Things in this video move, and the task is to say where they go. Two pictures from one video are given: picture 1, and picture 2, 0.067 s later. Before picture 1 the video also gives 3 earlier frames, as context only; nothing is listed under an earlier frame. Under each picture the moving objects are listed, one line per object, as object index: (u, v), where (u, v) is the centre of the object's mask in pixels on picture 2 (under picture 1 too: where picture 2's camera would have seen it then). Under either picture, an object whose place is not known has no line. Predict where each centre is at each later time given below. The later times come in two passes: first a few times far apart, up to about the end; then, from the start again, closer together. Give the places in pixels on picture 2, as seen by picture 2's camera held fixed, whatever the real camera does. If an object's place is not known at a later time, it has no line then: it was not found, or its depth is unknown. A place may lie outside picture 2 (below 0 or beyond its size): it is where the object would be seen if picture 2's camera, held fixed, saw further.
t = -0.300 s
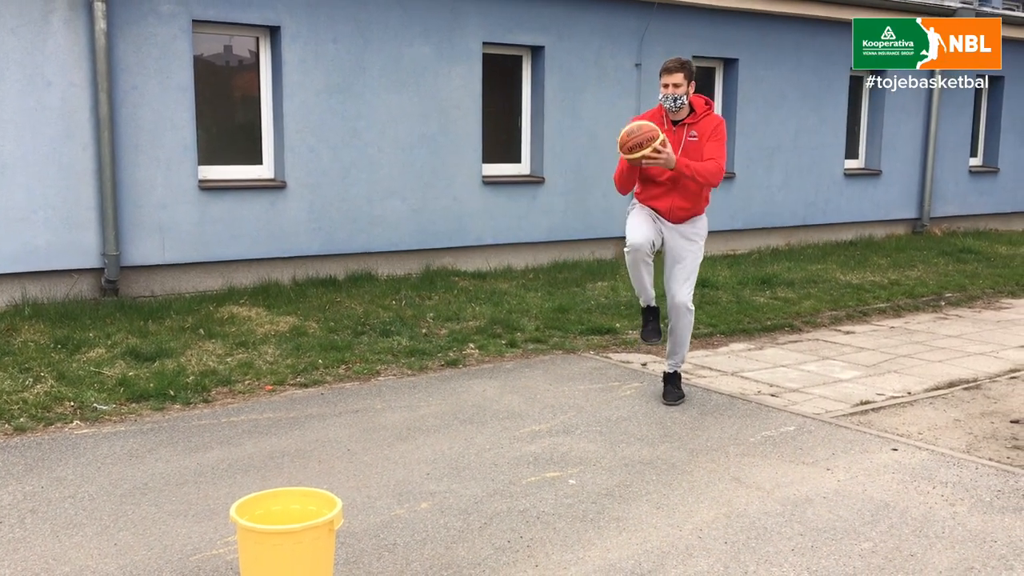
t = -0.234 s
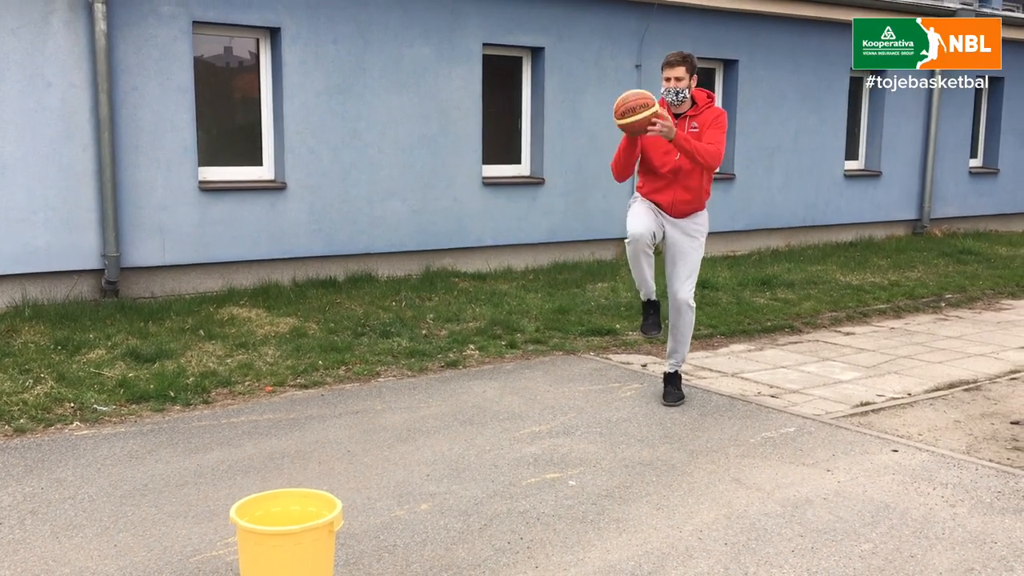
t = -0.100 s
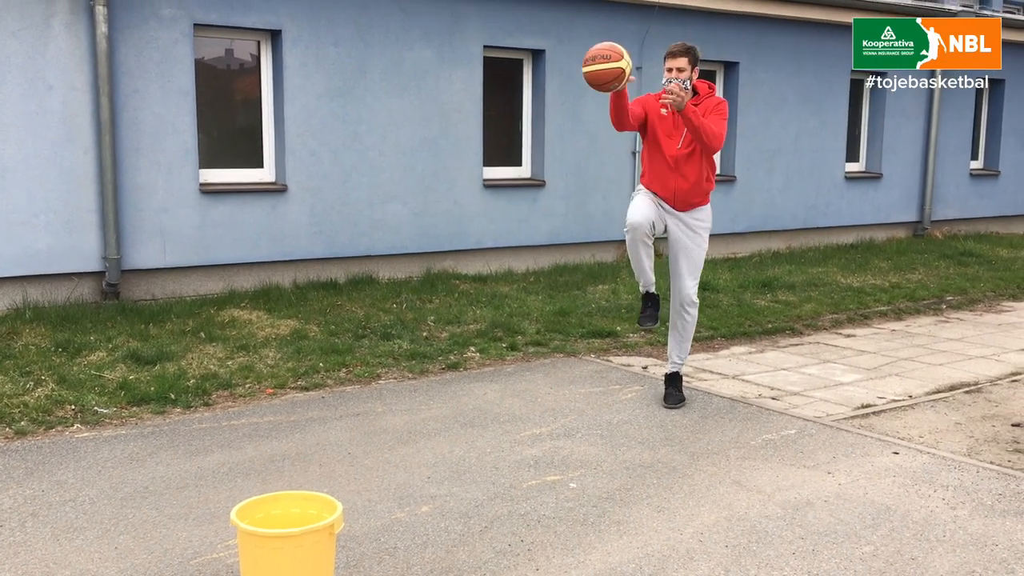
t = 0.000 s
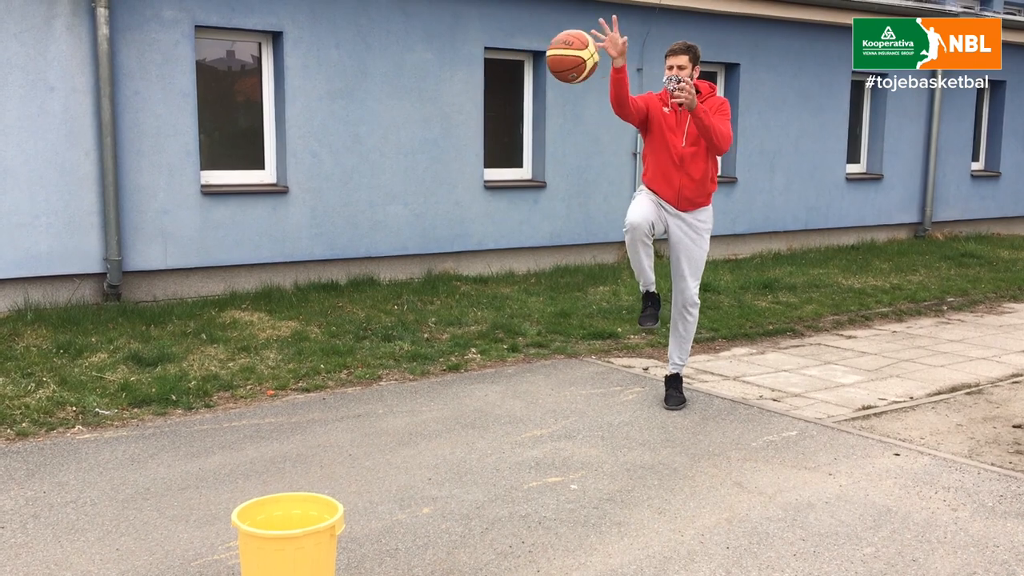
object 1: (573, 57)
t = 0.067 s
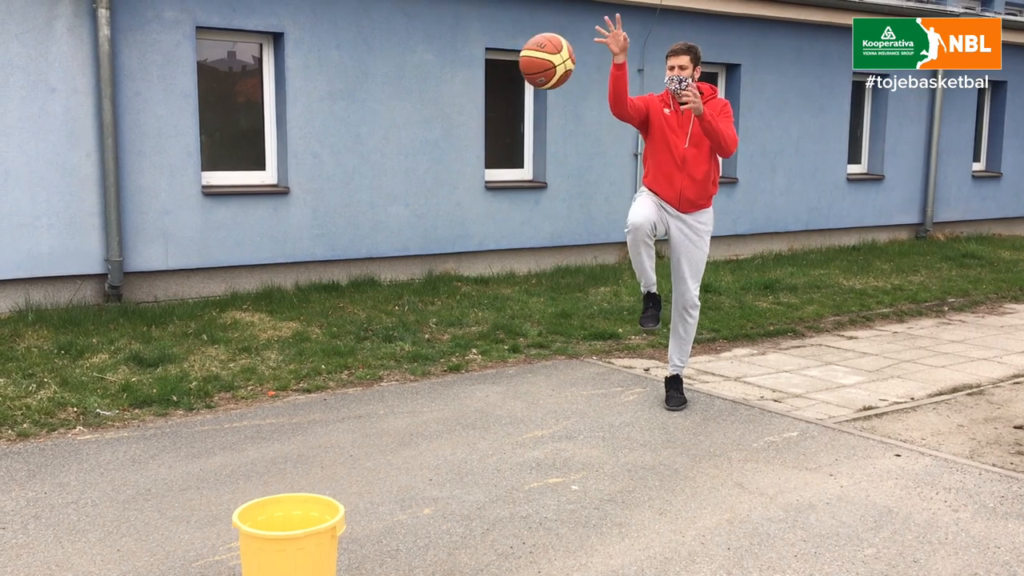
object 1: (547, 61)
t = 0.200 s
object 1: (486, 104)
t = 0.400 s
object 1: (369, 287)
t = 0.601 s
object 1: (245, 511)
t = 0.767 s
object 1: (174, 569)
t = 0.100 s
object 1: (532, 67)
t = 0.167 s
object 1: (502, 89)
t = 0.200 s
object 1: (486, 104)
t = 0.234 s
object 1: (468, 124)
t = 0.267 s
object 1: (450, 147)
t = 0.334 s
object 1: (412, 207)
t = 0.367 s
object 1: (391, 245)
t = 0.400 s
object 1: (369, 287)
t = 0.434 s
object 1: (346, 335)
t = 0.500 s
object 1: (297, 452)
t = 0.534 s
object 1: (273, 505)
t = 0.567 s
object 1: (263, 510)
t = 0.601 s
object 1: (245, 511)
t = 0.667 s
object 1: (217, 529)
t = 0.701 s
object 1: (199, 542)
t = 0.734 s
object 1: (186, 557)
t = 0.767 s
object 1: (174, 569)
